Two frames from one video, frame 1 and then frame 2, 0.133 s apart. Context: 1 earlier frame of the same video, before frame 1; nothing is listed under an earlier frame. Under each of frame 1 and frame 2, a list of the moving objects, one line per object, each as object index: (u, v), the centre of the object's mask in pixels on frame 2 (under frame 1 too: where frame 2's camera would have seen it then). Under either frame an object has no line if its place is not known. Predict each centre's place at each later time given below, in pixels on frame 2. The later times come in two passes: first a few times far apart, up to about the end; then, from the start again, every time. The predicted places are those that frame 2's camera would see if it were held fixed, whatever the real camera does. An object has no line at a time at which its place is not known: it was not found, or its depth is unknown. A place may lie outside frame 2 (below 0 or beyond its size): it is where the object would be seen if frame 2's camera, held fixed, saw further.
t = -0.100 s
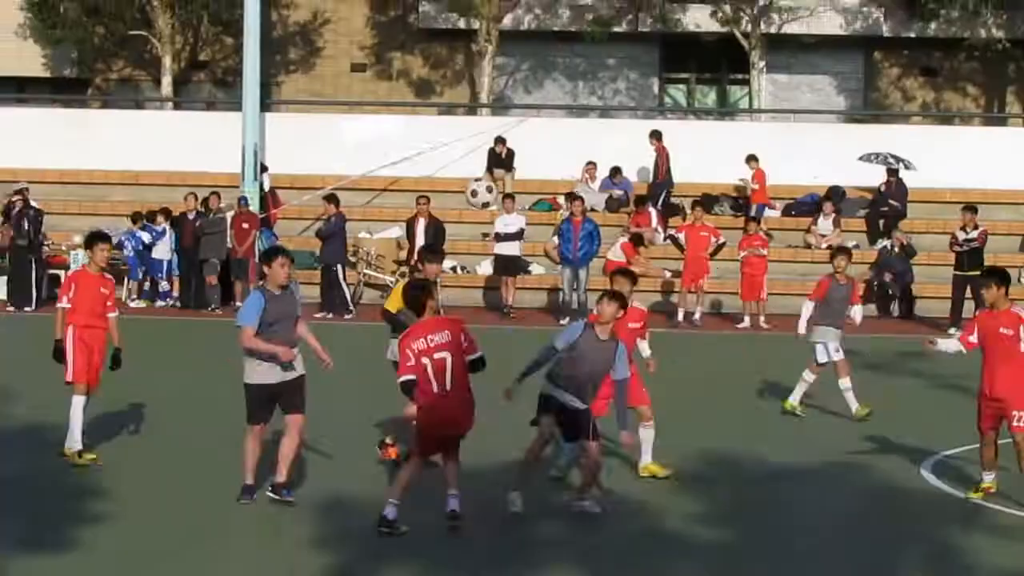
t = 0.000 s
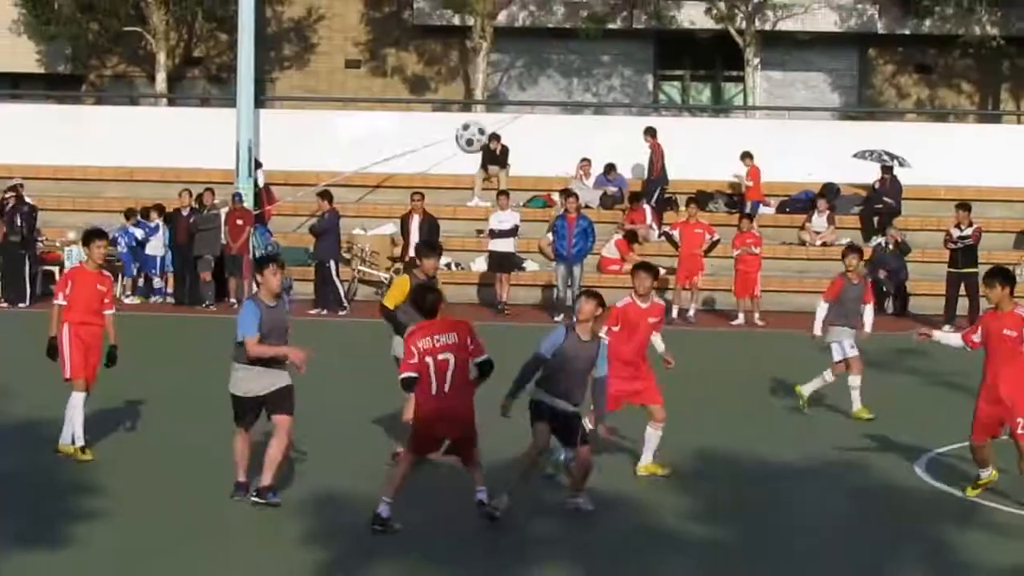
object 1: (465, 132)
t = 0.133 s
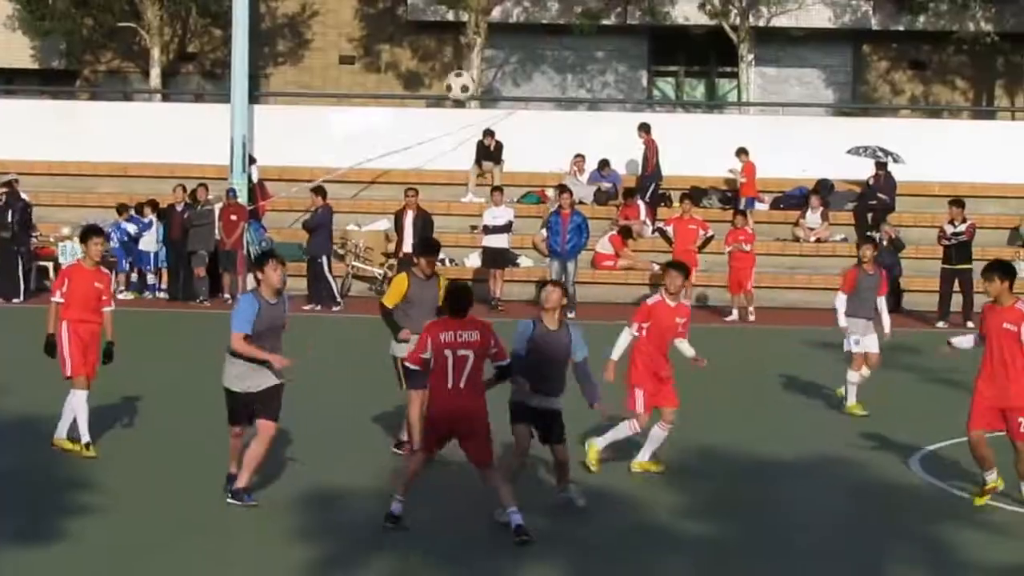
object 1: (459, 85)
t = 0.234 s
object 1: (453, 71)
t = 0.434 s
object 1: (442, 85)
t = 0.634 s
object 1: (428, 165)
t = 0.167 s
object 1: (458, 80)
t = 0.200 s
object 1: (455, 74)
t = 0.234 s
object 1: (453, 71)
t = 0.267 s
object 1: (452, 69)
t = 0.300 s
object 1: (450, 69)
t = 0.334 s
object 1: (448, 71)
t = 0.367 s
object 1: (446, 74)
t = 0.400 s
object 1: (444, 78)
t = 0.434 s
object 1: (442, 85)
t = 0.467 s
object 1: (440, 94)
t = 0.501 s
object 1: (438, 104)
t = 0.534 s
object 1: (435, 117)
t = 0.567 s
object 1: (432, 130)
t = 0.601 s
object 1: (430, 147)
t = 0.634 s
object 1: (428, 165)
